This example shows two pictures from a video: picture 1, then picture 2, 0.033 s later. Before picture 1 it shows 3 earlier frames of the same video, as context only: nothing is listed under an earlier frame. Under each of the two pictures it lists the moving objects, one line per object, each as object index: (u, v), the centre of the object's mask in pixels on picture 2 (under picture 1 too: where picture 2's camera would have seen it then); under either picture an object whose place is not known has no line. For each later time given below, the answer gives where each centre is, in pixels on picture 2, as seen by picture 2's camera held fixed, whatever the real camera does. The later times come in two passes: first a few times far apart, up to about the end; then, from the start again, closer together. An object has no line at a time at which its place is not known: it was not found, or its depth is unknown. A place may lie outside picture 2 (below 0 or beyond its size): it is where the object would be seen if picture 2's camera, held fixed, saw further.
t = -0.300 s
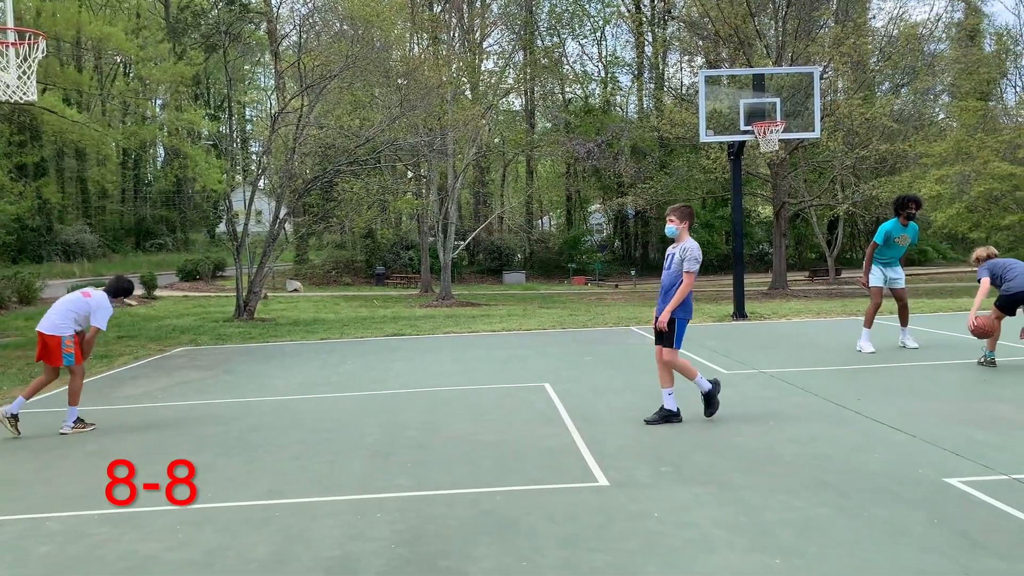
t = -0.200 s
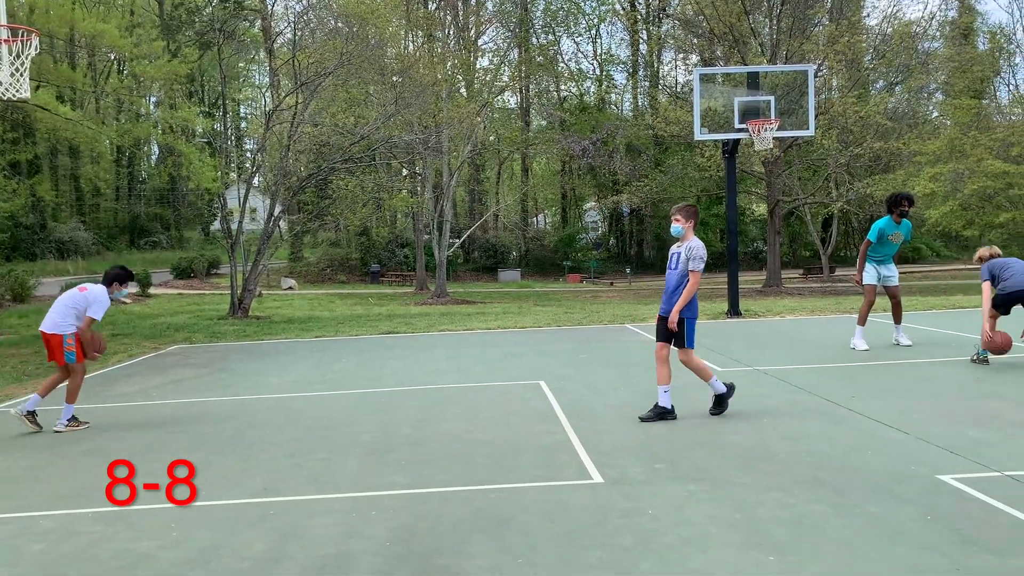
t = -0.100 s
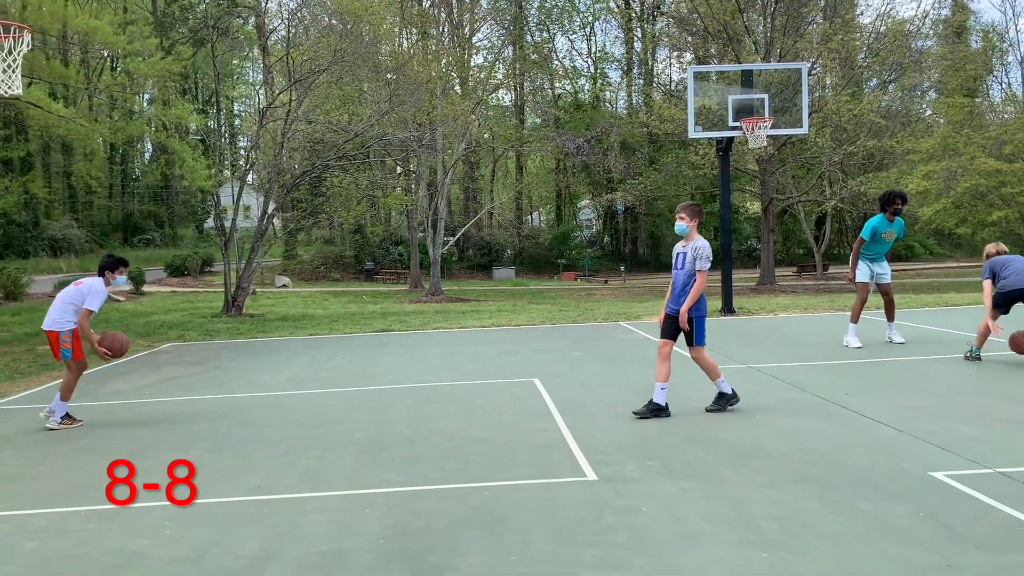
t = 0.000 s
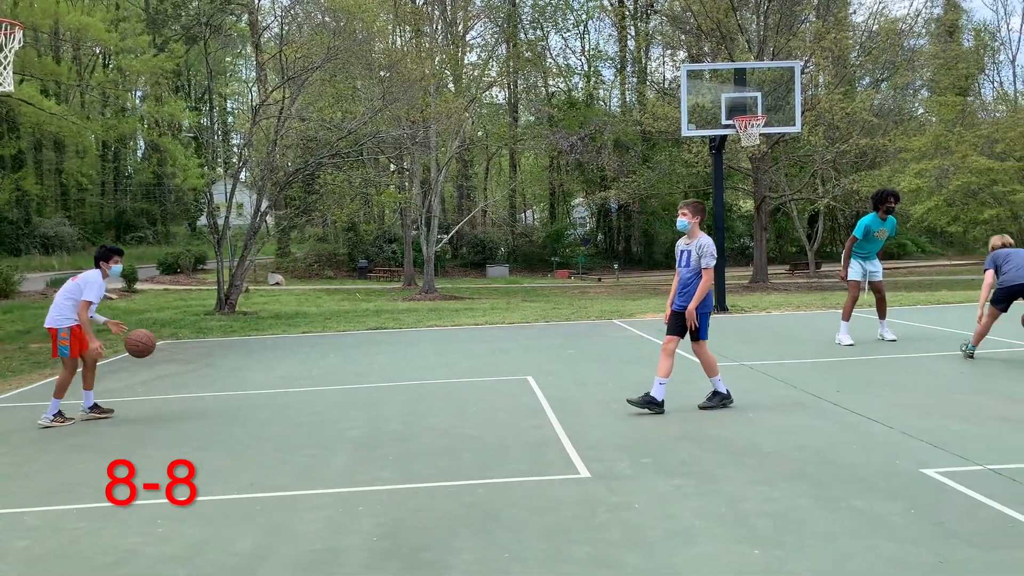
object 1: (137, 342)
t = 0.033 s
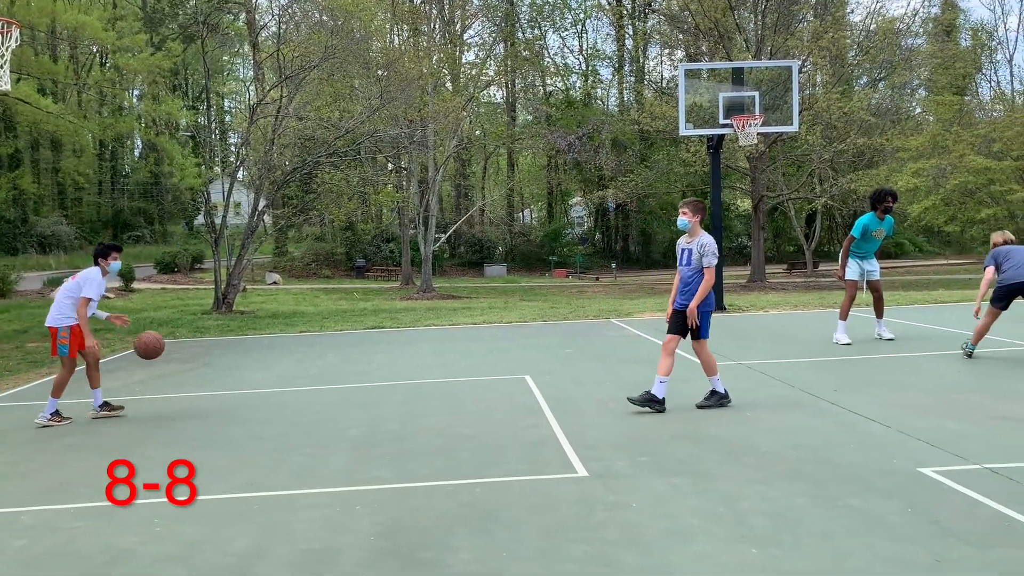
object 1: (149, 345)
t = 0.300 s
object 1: (244, 402)
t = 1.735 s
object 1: (653, 391)
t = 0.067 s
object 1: (161, 349)
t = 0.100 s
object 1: (173, 354)
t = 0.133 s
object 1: (185, 360)
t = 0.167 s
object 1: (197, 368)
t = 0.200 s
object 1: (209, 377)
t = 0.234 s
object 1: (221, 387)
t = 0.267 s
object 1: (234, 399)
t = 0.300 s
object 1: (244, 402)
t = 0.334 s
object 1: (253, 391)
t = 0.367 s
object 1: (261, 383)
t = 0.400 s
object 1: (269, 374)
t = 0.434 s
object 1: (278, 368)
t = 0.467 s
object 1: (286, 362)
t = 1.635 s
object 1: (622, 379)
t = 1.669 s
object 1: (632, 382)
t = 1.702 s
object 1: (642, 386)
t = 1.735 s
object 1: (653, 391)
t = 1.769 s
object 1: (663, 399)
